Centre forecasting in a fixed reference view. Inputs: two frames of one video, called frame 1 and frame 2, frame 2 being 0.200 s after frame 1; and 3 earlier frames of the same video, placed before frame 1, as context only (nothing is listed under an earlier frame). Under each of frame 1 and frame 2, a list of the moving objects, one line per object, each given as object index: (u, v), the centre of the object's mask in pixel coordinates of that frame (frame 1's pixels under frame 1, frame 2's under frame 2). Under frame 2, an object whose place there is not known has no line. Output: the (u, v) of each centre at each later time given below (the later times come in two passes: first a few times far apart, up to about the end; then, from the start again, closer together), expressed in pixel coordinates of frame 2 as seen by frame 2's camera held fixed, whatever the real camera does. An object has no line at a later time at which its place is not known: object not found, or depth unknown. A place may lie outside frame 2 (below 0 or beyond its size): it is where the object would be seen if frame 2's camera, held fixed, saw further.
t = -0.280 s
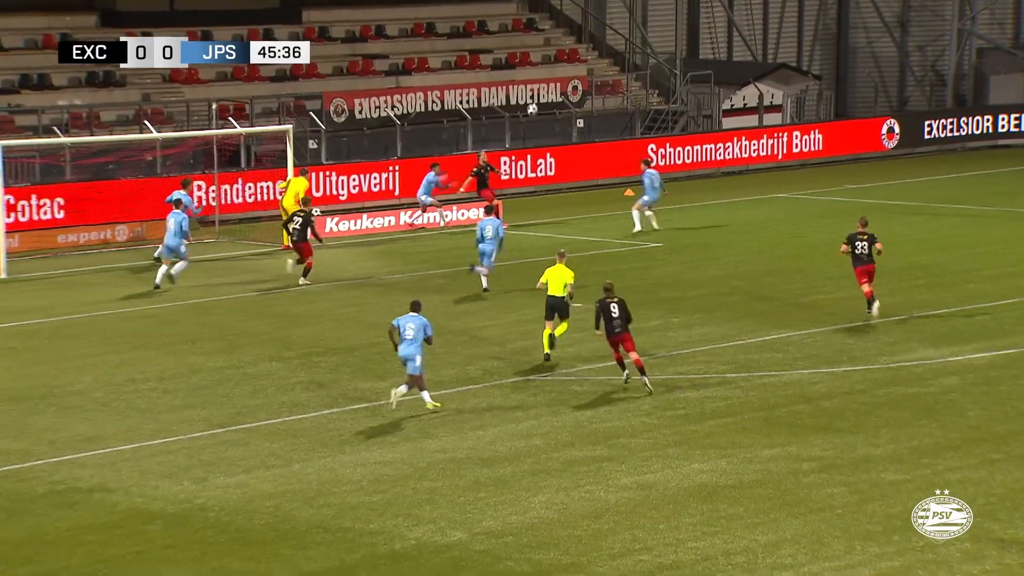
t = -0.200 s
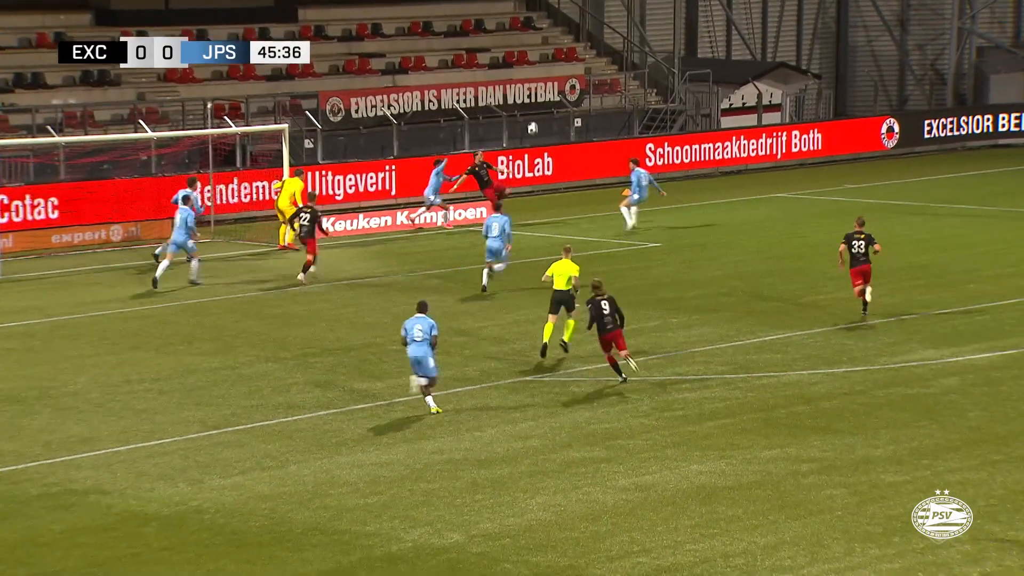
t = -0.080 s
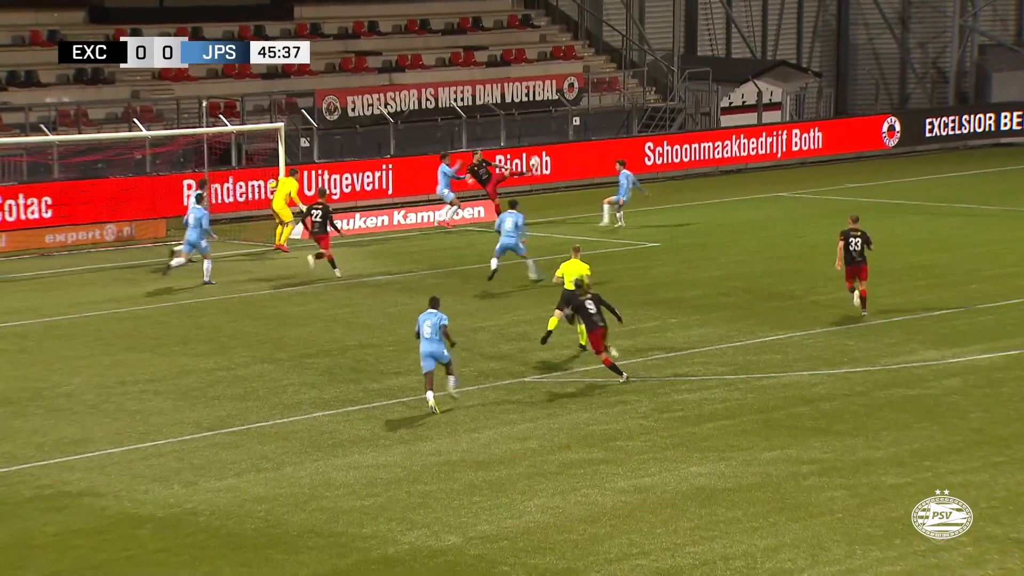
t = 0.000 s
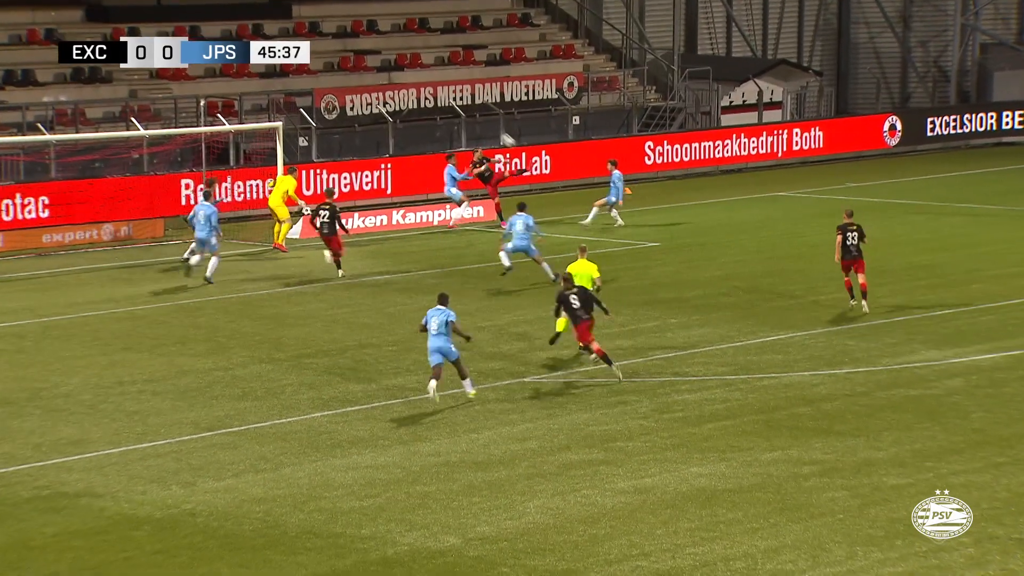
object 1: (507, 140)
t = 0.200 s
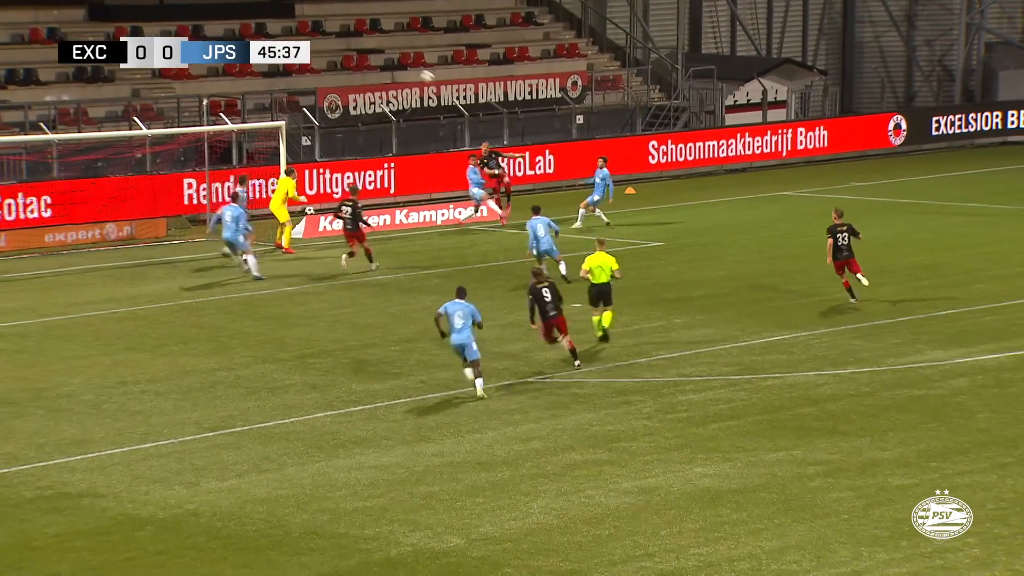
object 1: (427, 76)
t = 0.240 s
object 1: (409, 65)
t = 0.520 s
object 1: (282, 14)
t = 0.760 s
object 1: (168, 2)
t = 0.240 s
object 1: (409, 65)
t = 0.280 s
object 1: (391, 57)
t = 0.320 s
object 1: (374, 48)
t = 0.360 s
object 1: (355, 39)
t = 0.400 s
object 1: (338, 32)
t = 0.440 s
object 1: (319, 25)
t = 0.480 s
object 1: (301, 20)
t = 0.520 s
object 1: (282, 14)
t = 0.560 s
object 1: (264, 10)
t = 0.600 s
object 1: (246, 6)
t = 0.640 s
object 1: (225, 4)
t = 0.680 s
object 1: (207, 2)
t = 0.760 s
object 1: (168, 2)
